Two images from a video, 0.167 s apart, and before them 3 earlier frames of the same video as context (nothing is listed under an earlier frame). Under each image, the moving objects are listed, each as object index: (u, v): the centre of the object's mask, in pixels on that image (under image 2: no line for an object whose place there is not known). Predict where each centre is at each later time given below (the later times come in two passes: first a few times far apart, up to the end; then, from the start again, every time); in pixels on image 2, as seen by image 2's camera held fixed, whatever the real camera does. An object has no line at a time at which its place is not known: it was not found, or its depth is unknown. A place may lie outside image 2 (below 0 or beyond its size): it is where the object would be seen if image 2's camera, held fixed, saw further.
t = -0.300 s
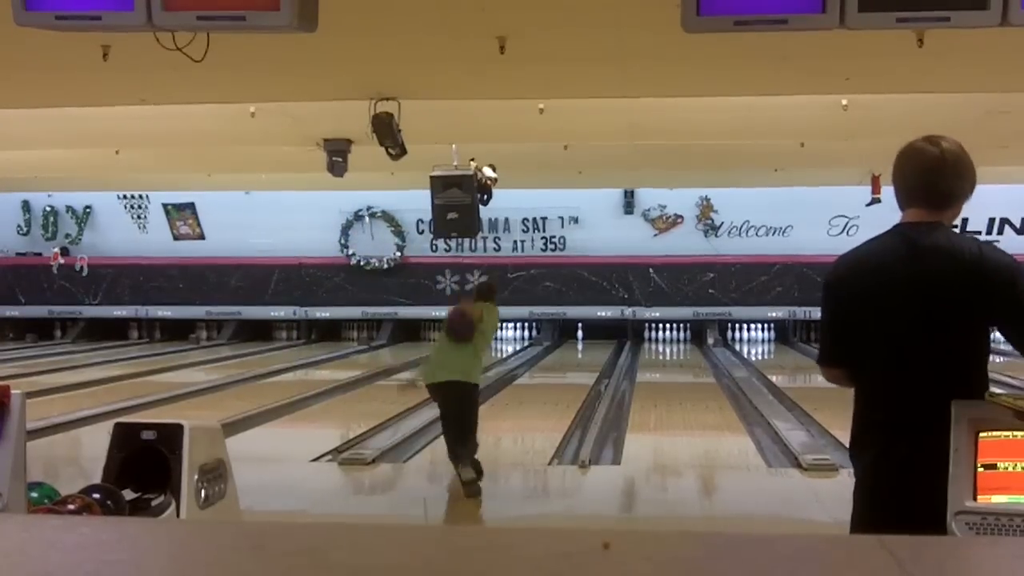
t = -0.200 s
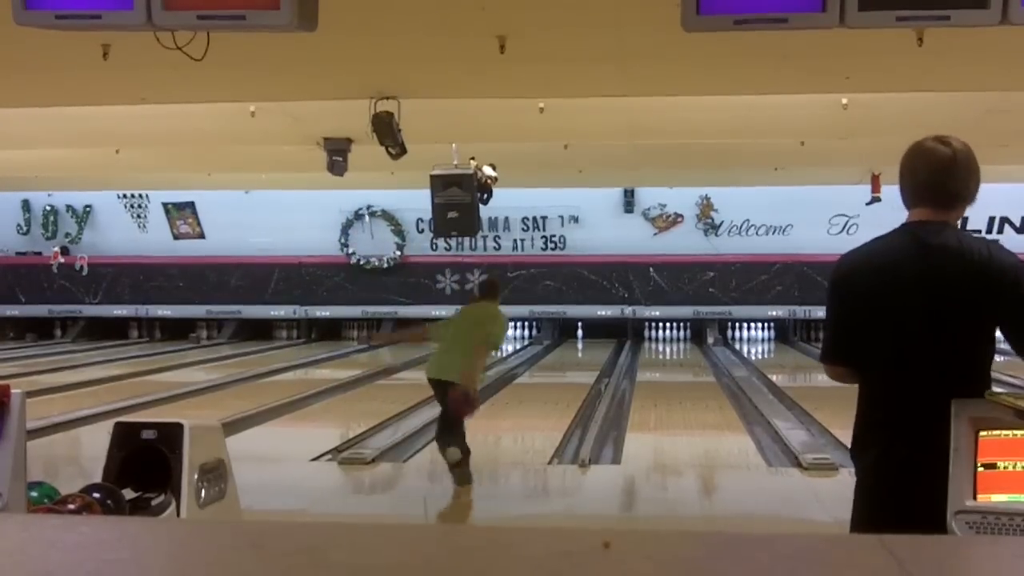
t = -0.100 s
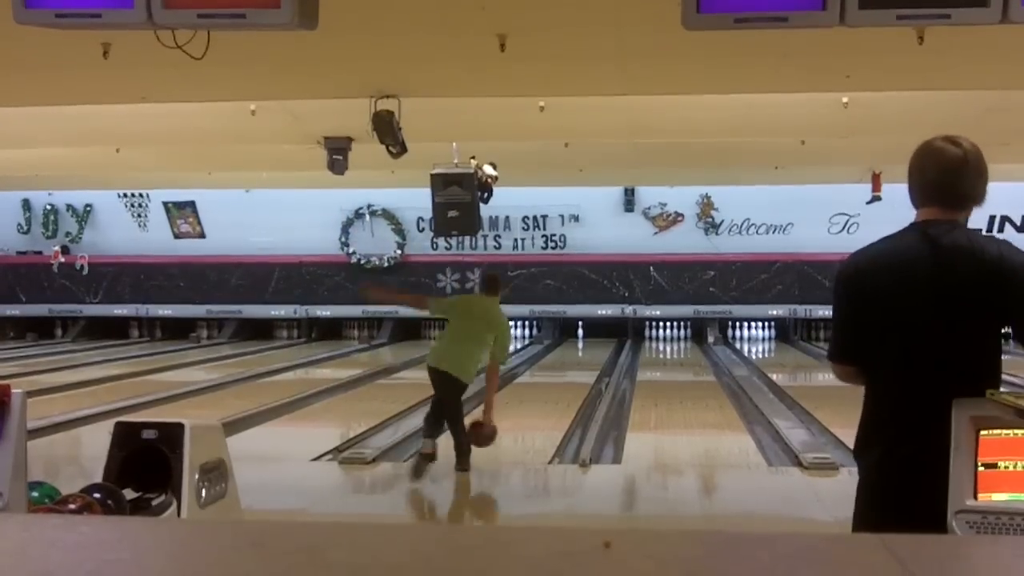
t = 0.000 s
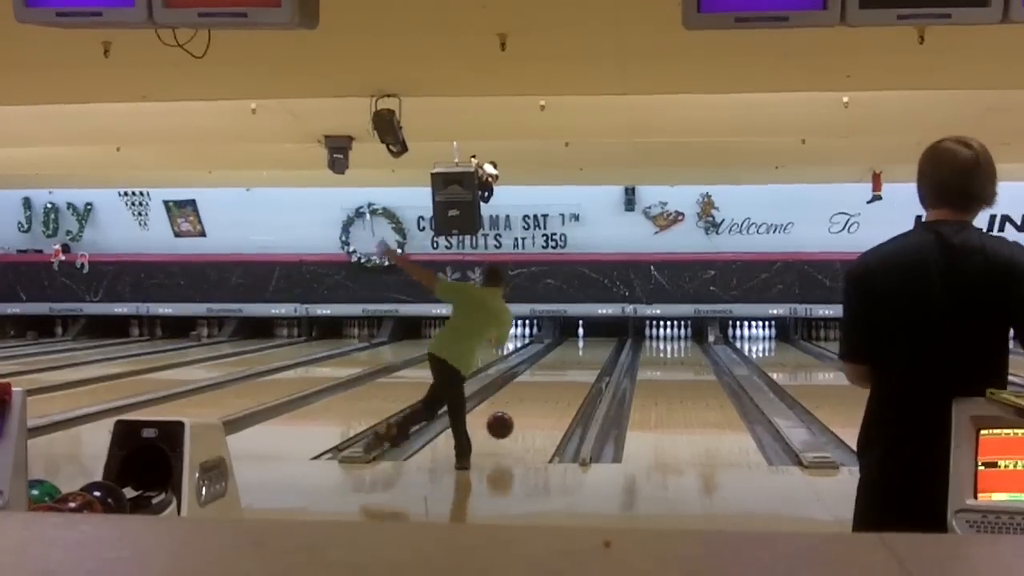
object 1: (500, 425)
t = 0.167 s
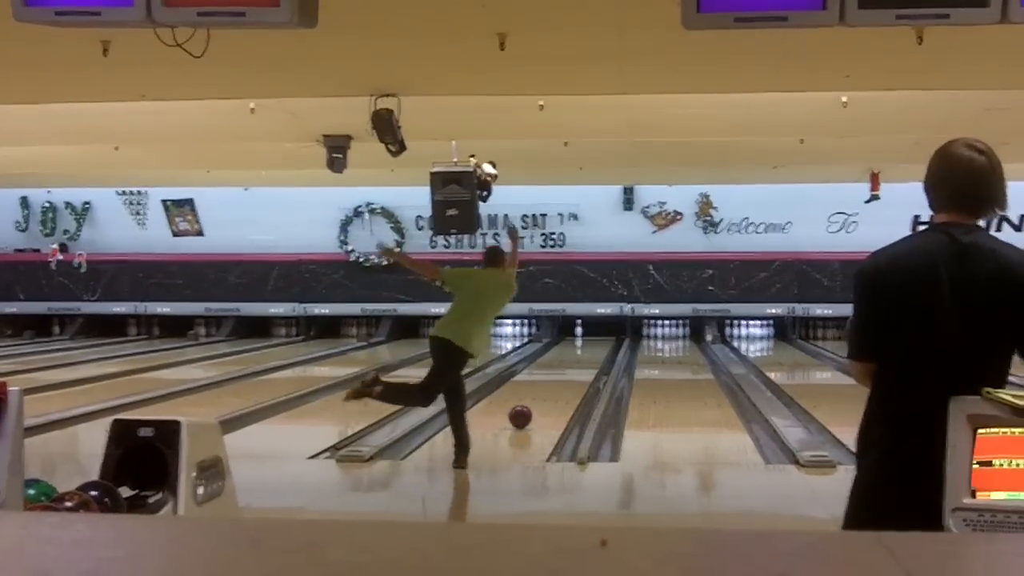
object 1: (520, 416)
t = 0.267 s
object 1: (533, 409)
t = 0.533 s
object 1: (556, 388)
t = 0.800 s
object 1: (572, 372)
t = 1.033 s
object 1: (581, 362)
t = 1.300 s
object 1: (587, 353)
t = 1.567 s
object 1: (590, 346)
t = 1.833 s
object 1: (591, 340)
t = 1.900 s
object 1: (591, 338)
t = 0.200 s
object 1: (526, 413)
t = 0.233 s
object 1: (531, 410)
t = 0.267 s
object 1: (533, 409)
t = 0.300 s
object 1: (537, 405)
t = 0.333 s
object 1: (540, 403)
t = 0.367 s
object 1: (543, 399)
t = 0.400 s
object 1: (546, 397)
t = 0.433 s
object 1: (548, 394)
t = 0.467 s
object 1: (551, 393)
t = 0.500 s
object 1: (554, 390)
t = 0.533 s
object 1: (556, 388)
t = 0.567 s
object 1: (558, 384)
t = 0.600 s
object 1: (560, 383)
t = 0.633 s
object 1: (563, 381)
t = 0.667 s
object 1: (564, 379)
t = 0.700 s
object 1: (566, 377)
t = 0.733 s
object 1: (568, 375)
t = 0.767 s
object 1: (570, 374)
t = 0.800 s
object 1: (572, 372)
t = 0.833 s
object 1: (573, 371)
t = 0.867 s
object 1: (575, 369)
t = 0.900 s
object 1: (576, 367)
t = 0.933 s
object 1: (577, 366)
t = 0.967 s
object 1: (578, 365)
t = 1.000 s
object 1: (580, 362)
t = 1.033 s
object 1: (581, 362)
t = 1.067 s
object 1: (582, 361)
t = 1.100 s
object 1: (583, 360)
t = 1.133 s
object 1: (584, 358)
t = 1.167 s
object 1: (585, 357)
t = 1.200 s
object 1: (585, 356)
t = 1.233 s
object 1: (586, 355)
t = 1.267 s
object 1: (586, 355)
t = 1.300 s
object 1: (587, 353)
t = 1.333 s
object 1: (588, 352)
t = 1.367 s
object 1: (588, 352)
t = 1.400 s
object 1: (589, 350)
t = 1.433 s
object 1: (589, 350)
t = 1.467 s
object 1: (590, 349)
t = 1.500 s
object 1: (590, 348)
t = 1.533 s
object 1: (590, 347)
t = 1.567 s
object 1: (590, 346)
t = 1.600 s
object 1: (591, 345)
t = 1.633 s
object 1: (591, 345)
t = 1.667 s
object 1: (591, 344)
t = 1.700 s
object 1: (591, 343)
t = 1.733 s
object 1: (591, 343)
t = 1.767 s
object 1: (591, 341)
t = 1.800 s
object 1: (591, 340)
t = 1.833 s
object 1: (591, 340)
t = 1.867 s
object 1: (591, 339)
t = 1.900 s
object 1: (591, 338)
